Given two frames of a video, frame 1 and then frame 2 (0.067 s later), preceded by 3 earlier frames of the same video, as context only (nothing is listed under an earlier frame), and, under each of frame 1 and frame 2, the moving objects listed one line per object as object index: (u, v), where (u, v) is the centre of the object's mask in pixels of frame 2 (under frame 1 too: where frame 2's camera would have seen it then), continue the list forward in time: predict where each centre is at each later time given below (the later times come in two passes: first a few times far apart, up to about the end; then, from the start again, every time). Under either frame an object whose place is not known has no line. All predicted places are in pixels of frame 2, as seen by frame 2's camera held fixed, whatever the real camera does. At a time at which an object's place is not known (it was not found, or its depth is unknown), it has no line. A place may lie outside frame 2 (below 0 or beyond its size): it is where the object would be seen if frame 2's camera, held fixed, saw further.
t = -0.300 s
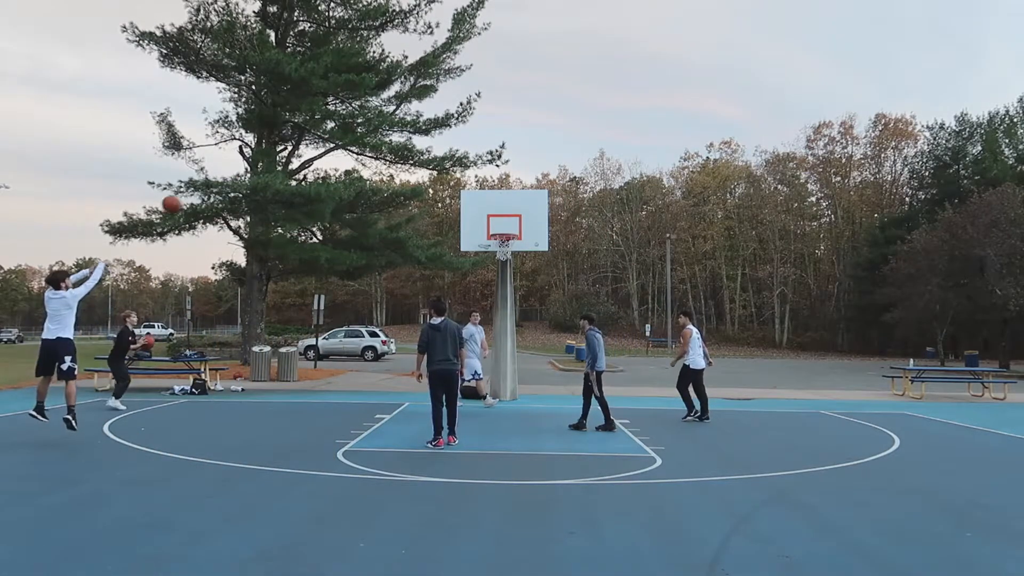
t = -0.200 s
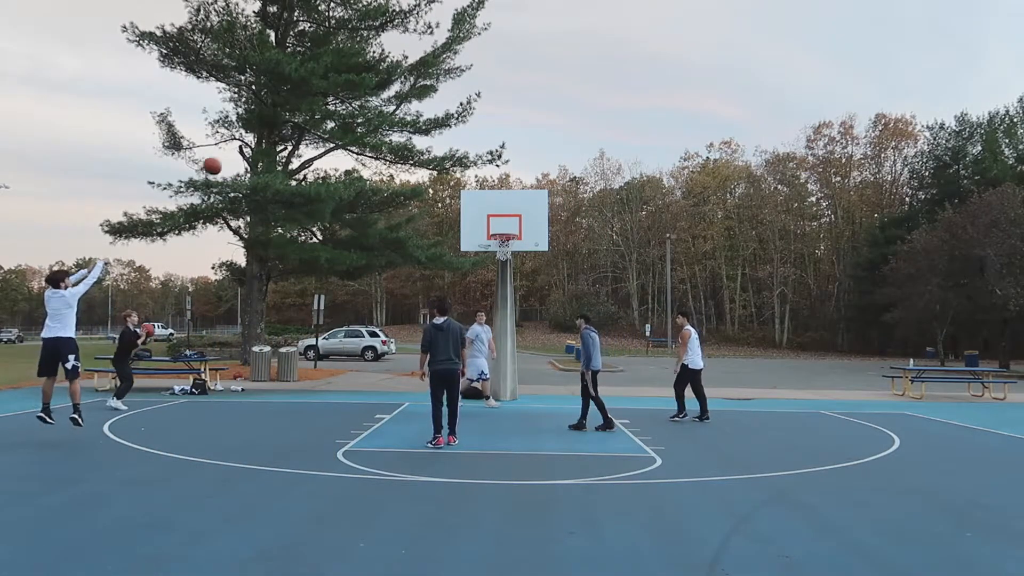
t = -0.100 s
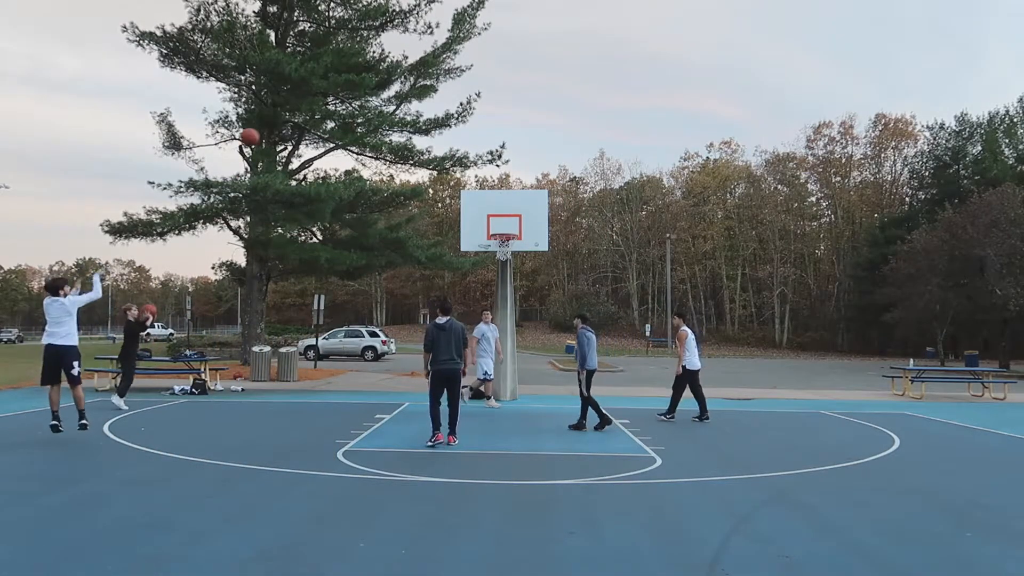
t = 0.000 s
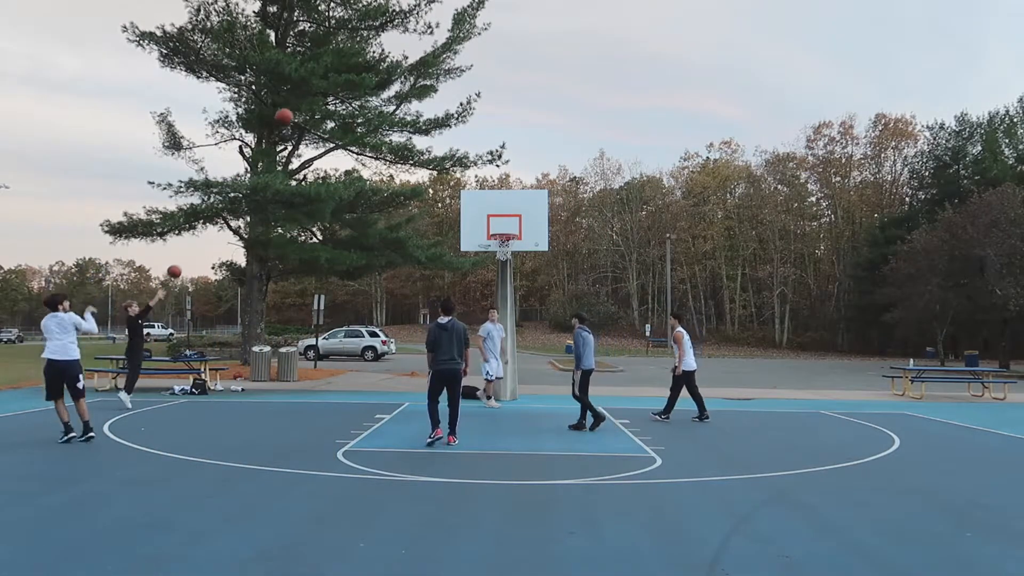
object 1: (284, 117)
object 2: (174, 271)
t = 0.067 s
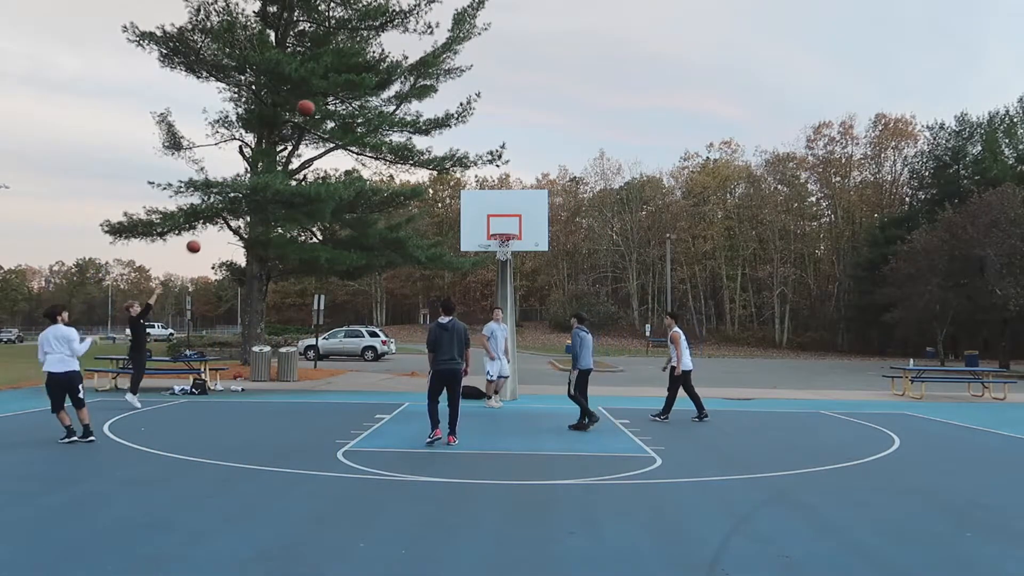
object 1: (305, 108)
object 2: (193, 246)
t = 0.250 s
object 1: (361, 101)
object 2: (244, 191)
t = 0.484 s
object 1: (422, 122)
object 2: (306, 152)
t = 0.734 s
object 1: (480, 177)
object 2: (370, 145)
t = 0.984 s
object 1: (515, 209)
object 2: (432, 174)
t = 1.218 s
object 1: (514, 165)
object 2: (487, 229)
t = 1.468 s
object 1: (513, 151)
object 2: (448, 184)
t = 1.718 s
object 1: (511, 172)
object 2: (409, 172)
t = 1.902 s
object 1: (513, 173)
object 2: (379, 186)
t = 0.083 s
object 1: (310, 107)
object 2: (198, 241)
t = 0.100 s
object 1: (315, 105)
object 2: (203, 235)
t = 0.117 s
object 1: (320, 103)
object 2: (207, 229)
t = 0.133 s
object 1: (326, 103)
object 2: (212, 224)
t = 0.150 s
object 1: (332, 102)
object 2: (216, 219)
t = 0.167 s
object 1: (336, 101)
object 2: (221, 214)
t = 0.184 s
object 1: (341, 101)
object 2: (226, 208)
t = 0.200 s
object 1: (346, 100)
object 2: (230, 204)
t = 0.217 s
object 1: (351, 100)
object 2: (234, 200)
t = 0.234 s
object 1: (357, 101)
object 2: (239, 196)
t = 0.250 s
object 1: (361, 101)
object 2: (244, 191)
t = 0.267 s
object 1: (365, 101)
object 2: (249, 188)
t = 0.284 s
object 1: (370, 102)
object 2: (253, 184)
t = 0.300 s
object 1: (375, 103)
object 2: (257, 180)
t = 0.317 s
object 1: (379, 104)
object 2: (262, 177)
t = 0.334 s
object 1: (384, 105)
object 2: (266, 173)
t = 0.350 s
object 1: (389, 106)
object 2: (270, 171)
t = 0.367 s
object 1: (392, 107)
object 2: (274, 168)
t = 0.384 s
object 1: (397, 109)
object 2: (279, 165)
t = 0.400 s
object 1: (401, 111)
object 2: (284, 163)
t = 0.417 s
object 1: (406, 113)
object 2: (288, 160)
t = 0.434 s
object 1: (410, 115)
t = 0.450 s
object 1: (415, 117)
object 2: (297, 156)
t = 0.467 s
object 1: (418, 119)
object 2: (301, 154)
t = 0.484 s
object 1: (422, 122)
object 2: (306, 152)
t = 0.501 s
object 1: (427, 124)
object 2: (310, 151)
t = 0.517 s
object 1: (431, 127)
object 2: (315, 149)
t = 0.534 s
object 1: (434, 130)
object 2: (319, 148)
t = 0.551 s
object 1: (438, 133)
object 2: (323, 147)
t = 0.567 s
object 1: (442, 137)
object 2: (327, 146)
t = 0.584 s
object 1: (446, 140)
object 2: (331, 145)
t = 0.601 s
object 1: (450, 144)
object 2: (336, 144)
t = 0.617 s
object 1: (454, 147)
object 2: (340, 143)
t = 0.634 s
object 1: (458, 151)
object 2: (344, 143)
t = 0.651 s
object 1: (462, 155)
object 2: (348, 143)
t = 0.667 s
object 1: (465, 159)
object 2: (352, 143)
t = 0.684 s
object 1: (469, 163)
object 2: (357, 143)
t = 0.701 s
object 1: (472, 168)
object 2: (361, 143)
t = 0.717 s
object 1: (477, 172)
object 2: (366, 144)
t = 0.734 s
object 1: (480, 177)
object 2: (370, 145)
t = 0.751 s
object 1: (483, 182)
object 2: (374, 146)
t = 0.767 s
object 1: (487, 186)
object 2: (378, 147)
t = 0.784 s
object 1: (491, 192)
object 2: (382, 147)
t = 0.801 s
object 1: (494, 196)
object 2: (387, 148)
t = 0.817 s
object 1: (498, 202)
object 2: (391, 151)
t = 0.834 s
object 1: (501, 207)
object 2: (395, 151)
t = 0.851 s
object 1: (505, 212)
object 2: (400, 154)
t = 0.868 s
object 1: (508, 218)
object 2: (403, 156)
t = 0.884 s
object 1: (511, 224)
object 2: (407, 157)
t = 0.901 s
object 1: (515, 228)
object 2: (412, 160)
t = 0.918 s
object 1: (515, 227)
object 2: (415, 162)
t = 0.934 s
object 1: (515, 222)
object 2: (419, 164)
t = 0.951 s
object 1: (515, 218)
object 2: (424, 167)
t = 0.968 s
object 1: (515, 213)
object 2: (429, 171)
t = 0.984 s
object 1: (515, 209)
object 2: (432, 174)
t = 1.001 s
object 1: (515, 205)
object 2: (436, 177)
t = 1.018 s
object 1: (515, 201)
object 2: (441, 180)
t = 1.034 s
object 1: (515, 196)
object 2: (443, 182)
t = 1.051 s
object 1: (514, 193)
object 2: (448, 186)
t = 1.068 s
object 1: (514, 189)
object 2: (453, 191)
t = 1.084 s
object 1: (514, 186)
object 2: (456, 194)
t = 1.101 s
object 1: (514, 183)
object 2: (461, 199)
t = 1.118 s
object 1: (514, 180)
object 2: (465, 203)
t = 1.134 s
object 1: (514, 177)
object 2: (469, 207)
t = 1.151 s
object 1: (514, 174)
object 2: (473, 212)
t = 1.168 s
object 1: (514, 172)
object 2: (477, 217)
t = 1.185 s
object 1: (514, 169)
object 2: (481, 222)
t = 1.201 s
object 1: (514, 167)
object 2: (485, 227)
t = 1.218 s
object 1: (514, 165)
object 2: (487, 229)
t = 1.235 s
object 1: (514, 163)
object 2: (484, 226)
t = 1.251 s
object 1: (514, 161)
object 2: (481, 222)
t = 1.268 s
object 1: (514, 159)
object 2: (479, 218)
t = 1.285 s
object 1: (513, 158)
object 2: (477, 214)
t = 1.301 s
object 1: (513, 156)
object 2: (474, 211)
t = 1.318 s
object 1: (513, 155)
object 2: (472, 207)
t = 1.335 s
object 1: (513, 154)
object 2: (469, 204)
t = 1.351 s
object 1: (513, 153)
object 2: (467, 201)
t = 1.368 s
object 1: (513, 153)
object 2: (464, 198)
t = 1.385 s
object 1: (513, 152)
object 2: (461, 194)
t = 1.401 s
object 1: (513, 152)
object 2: (459, 193)
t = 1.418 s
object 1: (513, 151)
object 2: (456, 190)
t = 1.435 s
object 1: (513, 151)
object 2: (454, 187)
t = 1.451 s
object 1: (513, 151)
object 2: (451, 185)
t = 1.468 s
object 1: (513, 151)
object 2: (448, 184)
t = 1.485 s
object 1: (513, 152)
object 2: (446, 182)
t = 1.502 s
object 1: (513, 152)
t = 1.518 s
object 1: (512, 153)
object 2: (441, 179)
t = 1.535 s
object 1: (512, 153)
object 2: (438, 177)
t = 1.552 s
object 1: (512, 154)
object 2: (435, 176)
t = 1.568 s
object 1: (512, 155)
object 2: (433, 174)
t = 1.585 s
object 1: (512, 157)
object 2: (430, 174)
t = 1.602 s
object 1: (512, 158)
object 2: (428, 173)
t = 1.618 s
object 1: (512, 160)
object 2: (425, 172)
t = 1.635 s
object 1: (512, 161)
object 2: (422, 172)
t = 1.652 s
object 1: (512, 163)
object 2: (419, 172)
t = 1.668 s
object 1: (512, 165)
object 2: (417, 171)
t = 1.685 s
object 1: (512, 167)
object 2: (414, 171)
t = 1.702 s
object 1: (512, 170)
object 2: (412, 172)
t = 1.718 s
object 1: (511, 172)
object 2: (409, 172)
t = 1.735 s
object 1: (511, 175)
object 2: (406, 172)
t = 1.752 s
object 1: (511, 177)
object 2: (404, 173)
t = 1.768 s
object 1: (511, 180)
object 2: (401, 174)
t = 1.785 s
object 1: (511, 183)
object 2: (399, 175)
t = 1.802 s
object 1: (511, 182)
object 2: (396, 176)
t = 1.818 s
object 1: (511, 181)
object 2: (393, 177)
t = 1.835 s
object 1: (512, 179)
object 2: (390, 179)
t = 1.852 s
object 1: (512, 177)
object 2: (387, 181)
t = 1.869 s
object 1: (513, 176)
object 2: (385, 182)
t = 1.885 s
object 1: (513, 174)
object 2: (382, 184)
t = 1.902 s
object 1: (513, 173)
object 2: (379, 186)
